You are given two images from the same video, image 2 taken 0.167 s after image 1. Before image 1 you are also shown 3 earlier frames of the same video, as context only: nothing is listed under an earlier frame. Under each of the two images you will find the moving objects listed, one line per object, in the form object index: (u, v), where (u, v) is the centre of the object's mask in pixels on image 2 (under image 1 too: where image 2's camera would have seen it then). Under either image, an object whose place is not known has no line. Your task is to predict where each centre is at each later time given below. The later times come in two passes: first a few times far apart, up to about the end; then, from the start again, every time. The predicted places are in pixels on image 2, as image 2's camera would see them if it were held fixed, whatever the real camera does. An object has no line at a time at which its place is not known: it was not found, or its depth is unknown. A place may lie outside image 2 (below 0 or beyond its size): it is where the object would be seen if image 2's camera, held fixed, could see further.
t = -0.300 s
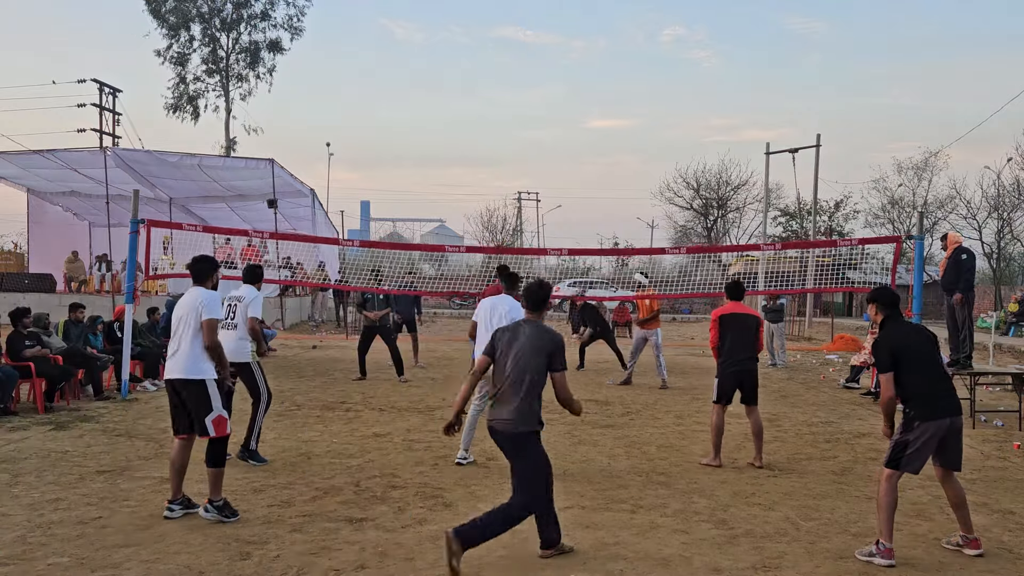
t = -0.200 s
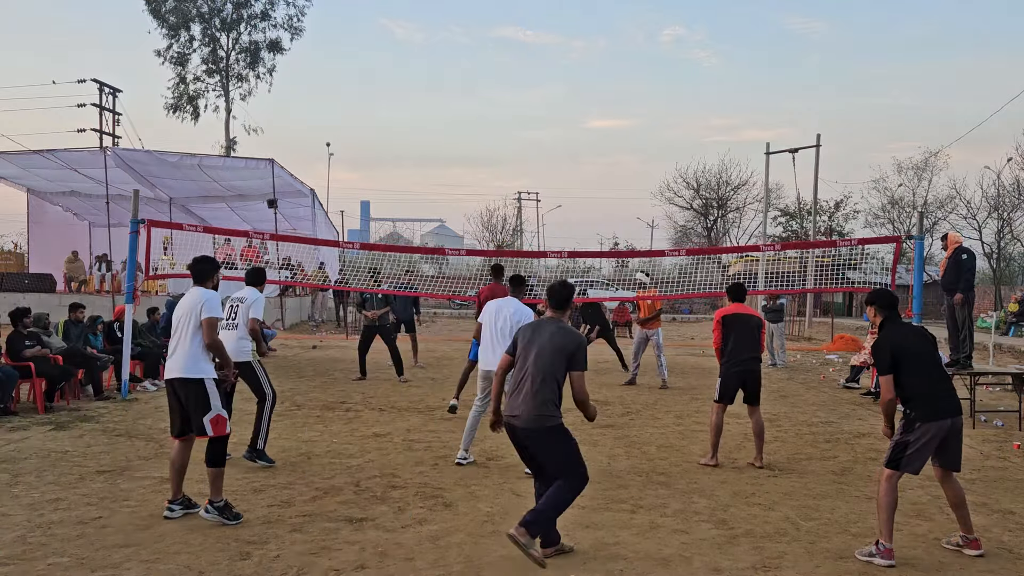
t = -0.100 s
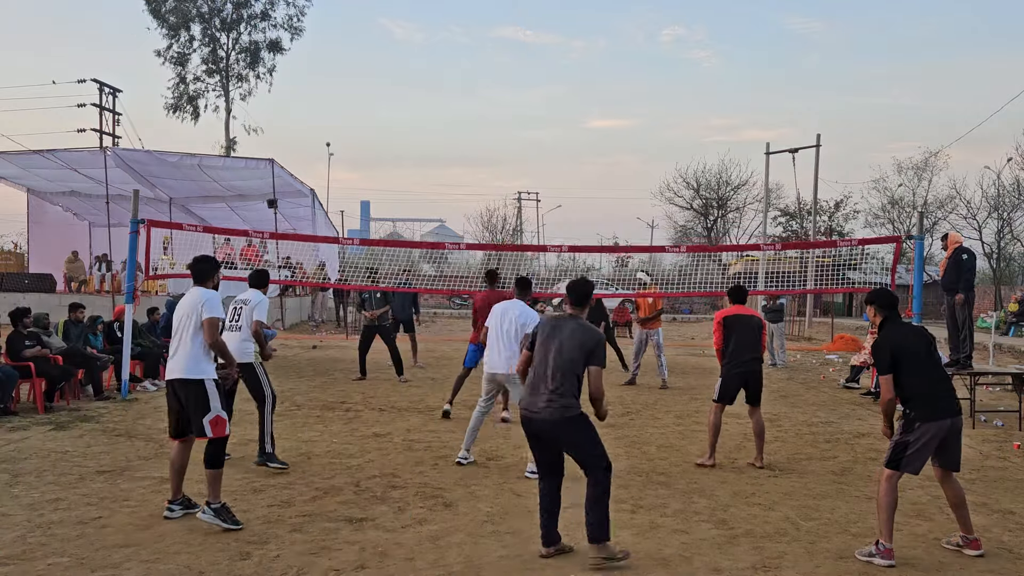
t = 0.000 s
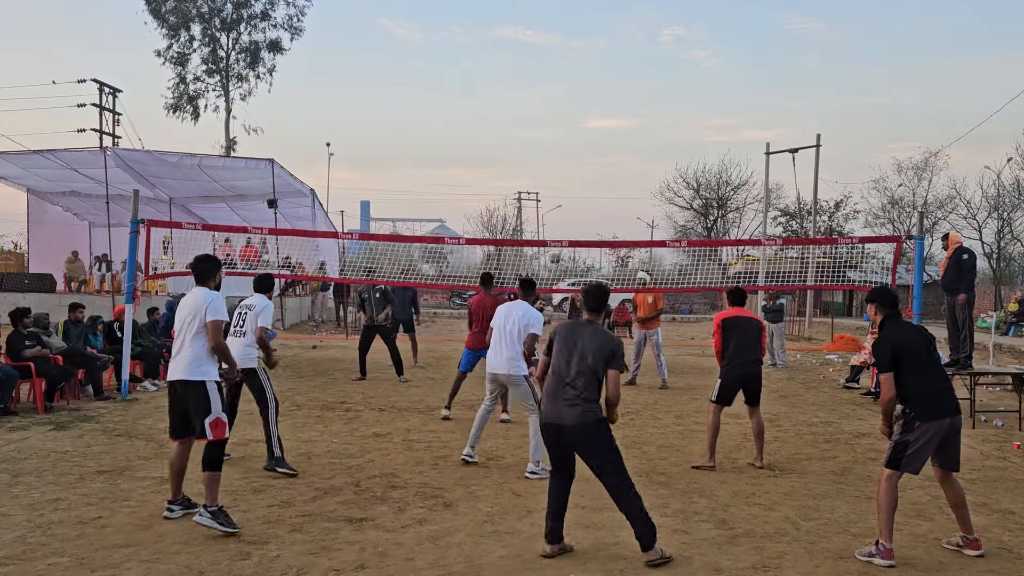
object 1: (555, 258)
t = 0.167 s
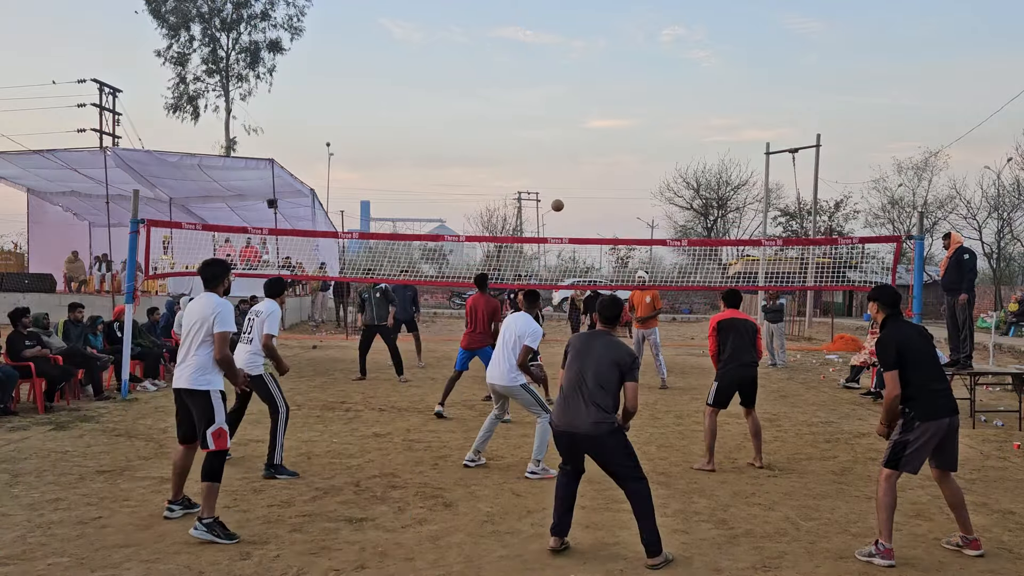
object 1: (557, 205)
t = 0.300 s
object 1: (560, 169)
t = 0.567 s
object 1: (564, 123)
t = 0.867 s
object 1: (568, 142)
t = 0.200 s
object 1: (558, 195)
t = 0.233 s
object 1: (558, 186)
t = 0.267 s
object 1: (559, 178)
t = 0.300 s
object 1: (560, 169)
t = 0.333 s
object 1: (560, 162)
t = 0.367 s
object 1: (561, 154)
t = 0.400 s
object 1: (561, 147)
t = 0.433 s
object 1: (562, 141)
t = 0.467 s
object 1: (562, 136)
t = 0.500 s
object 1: (563, 131)
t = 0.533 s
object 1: (563, 127)
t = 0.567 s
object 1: (564, 123)
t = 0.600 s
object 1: (564, 120)
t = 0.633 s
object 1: (565, 119)
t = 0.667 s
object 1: (565, 119)
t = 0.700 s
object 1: (566, 119)
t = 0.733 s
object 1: (566, 121)
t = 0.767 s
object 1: (567, 124)
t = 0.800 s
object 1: (567, 128)
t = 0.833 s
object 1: (568, 134)
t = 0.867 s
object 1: (568, 142)
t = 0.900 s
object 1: (569, 152)
